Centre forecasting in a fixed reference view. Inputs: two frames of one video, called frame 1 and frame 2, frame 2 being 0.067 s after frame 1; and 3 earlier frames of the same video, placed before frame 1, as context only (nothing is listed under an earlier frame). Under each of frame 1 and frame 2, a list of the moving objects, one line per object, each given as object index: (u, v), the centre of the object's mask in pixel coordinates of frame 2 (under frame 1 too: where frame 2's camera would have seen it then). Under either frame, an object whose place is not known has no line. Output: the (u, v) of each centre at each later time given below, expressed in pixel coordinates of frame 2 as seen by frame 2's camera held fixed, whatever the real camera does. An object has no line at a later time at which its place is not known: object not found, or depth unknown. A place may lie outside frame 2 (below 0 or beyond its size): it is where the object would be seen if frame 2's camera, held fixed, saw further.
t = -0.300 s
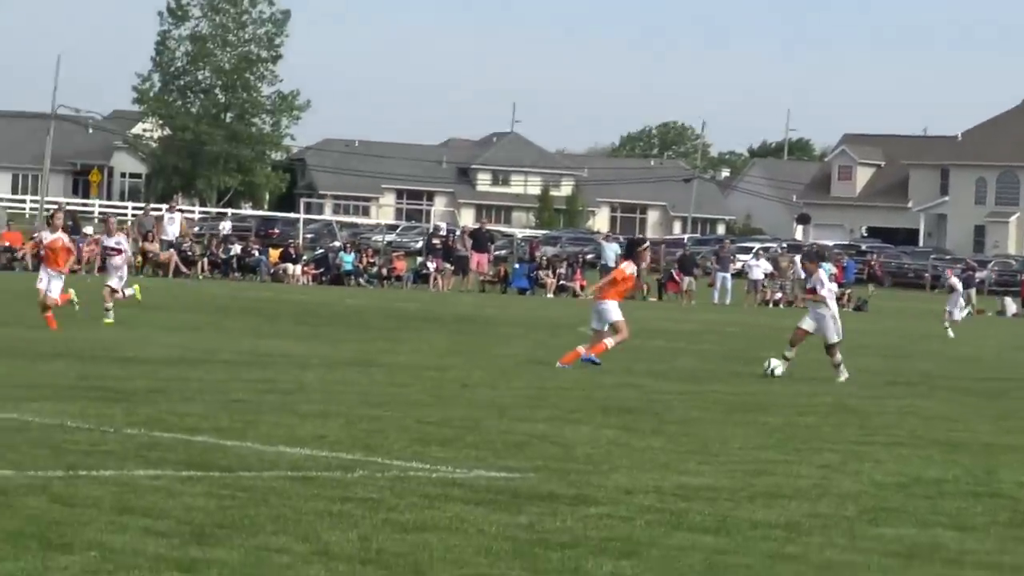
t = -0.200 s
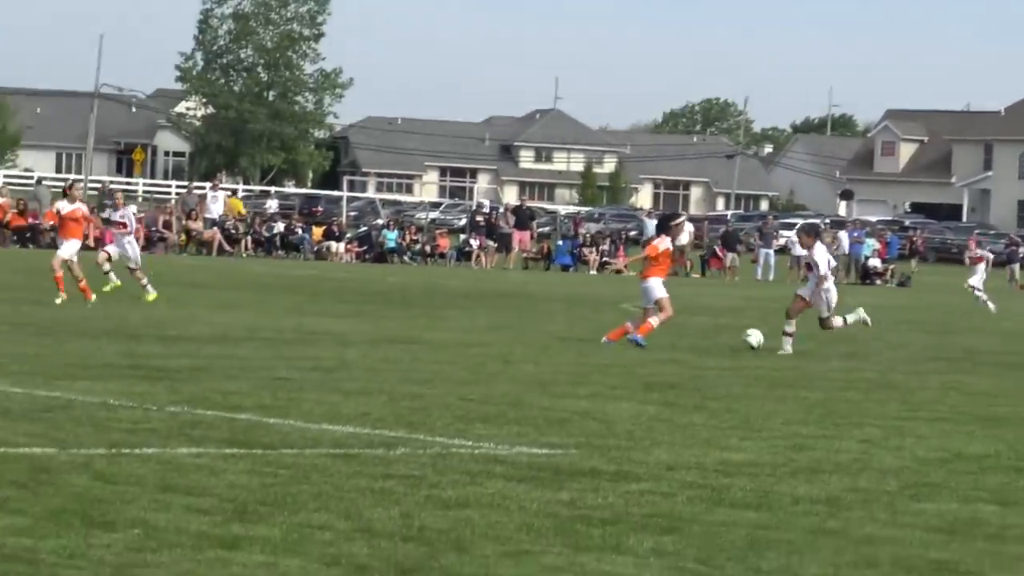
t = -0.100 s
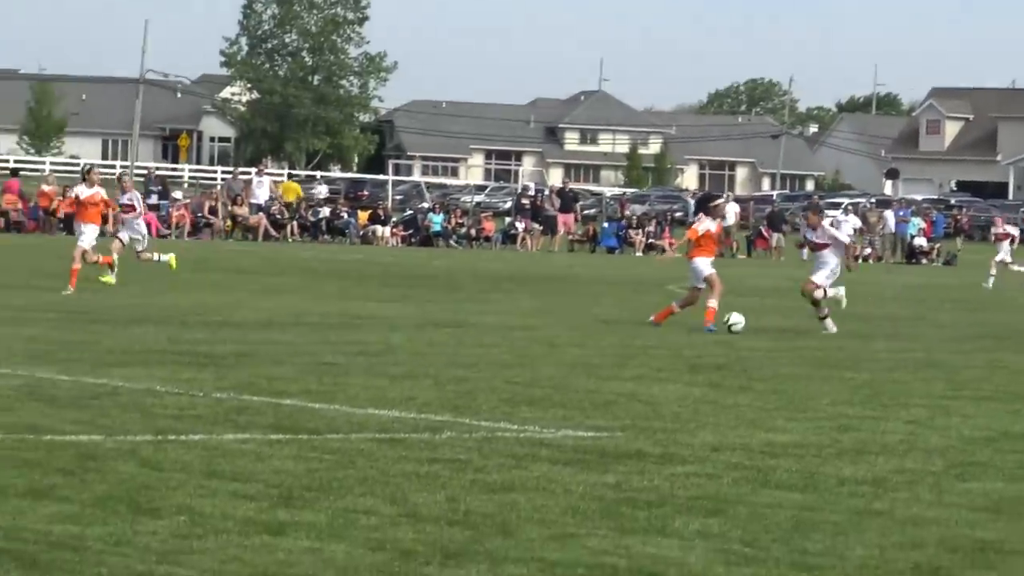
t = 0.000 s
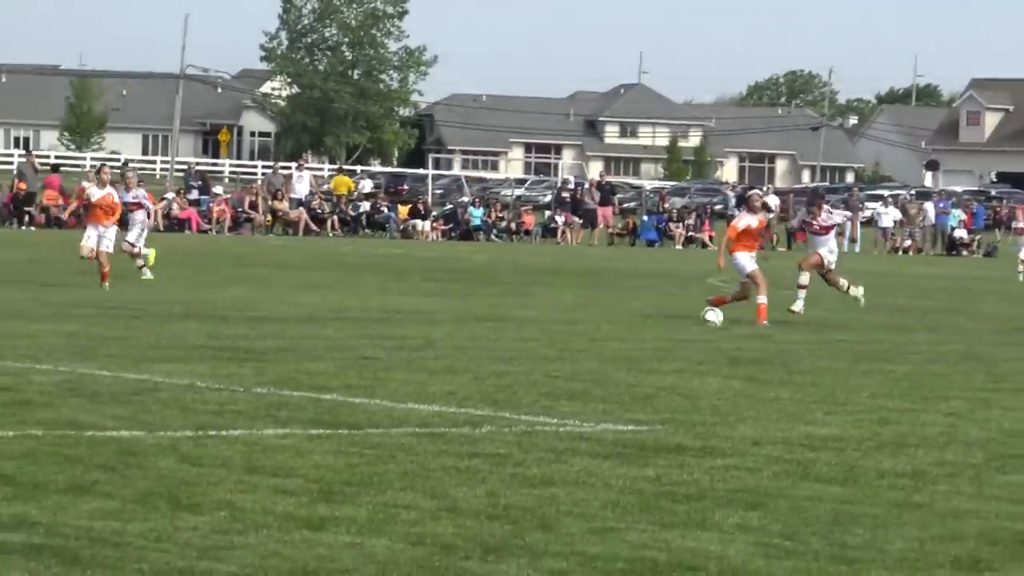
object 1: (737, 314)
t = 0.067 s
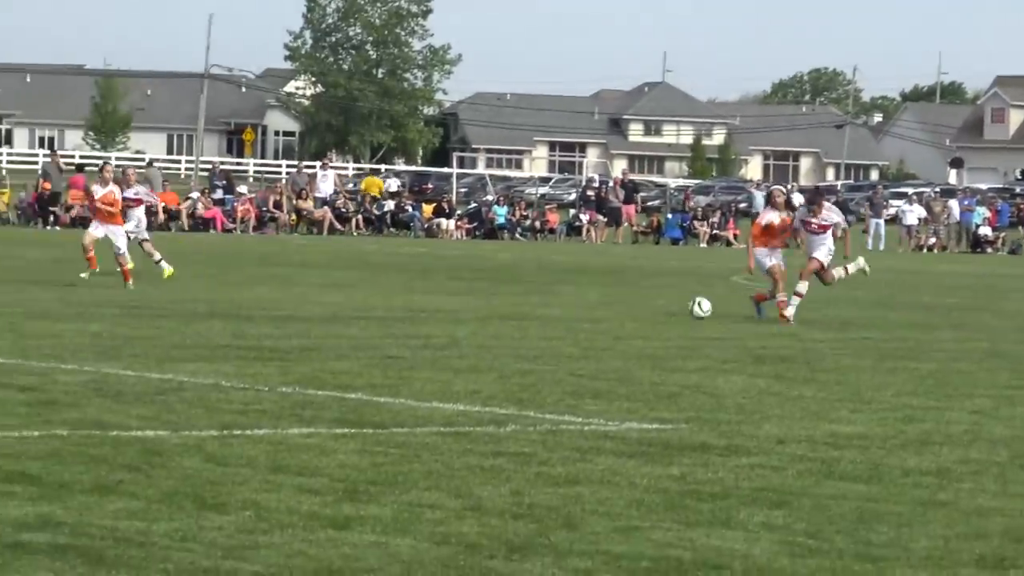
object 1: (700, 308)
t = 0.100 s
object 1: (682, 306)
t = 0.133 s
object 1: (664, 305)
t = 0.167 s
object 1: (646, 306)
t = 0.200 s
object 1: (628, 307)
